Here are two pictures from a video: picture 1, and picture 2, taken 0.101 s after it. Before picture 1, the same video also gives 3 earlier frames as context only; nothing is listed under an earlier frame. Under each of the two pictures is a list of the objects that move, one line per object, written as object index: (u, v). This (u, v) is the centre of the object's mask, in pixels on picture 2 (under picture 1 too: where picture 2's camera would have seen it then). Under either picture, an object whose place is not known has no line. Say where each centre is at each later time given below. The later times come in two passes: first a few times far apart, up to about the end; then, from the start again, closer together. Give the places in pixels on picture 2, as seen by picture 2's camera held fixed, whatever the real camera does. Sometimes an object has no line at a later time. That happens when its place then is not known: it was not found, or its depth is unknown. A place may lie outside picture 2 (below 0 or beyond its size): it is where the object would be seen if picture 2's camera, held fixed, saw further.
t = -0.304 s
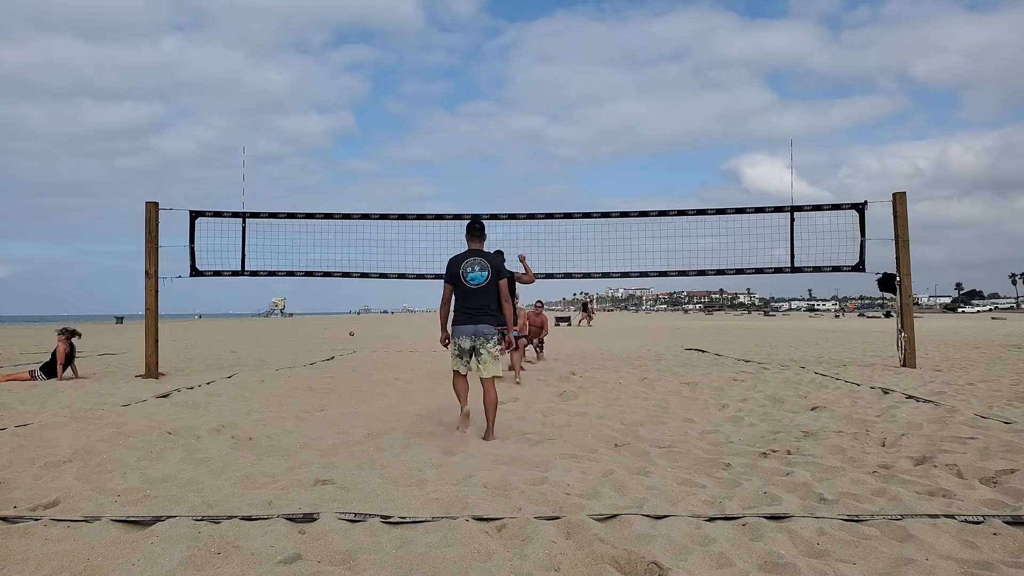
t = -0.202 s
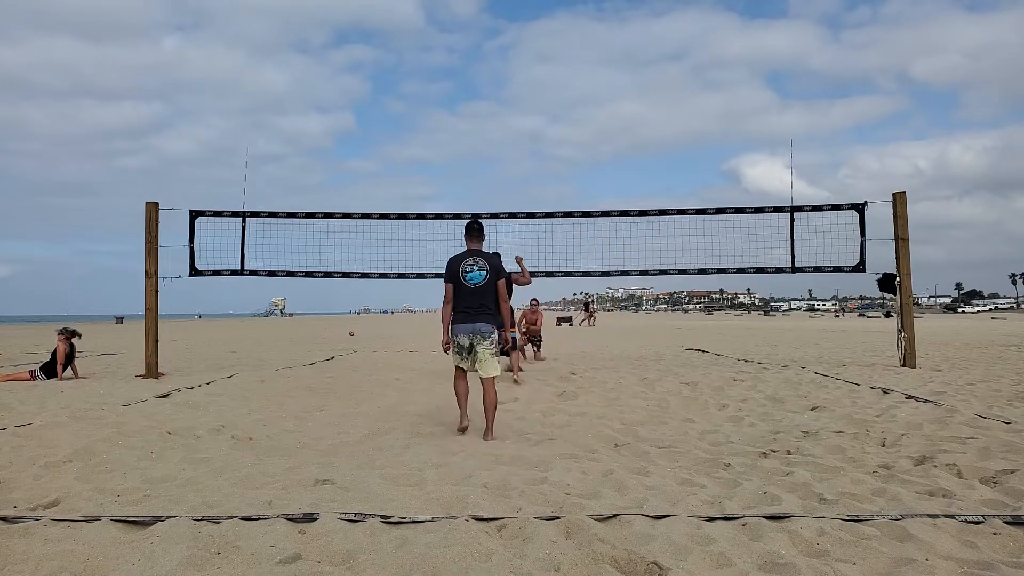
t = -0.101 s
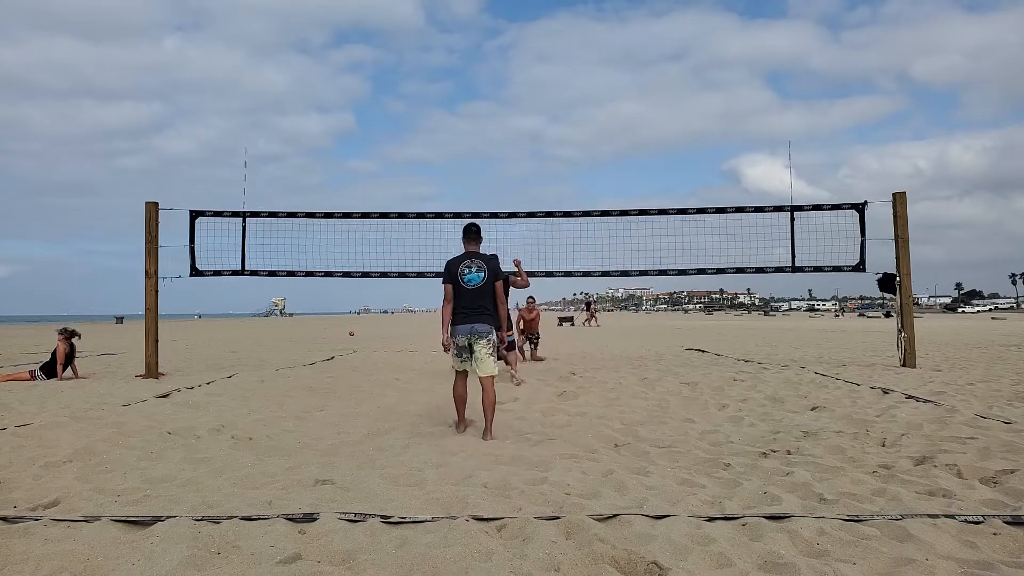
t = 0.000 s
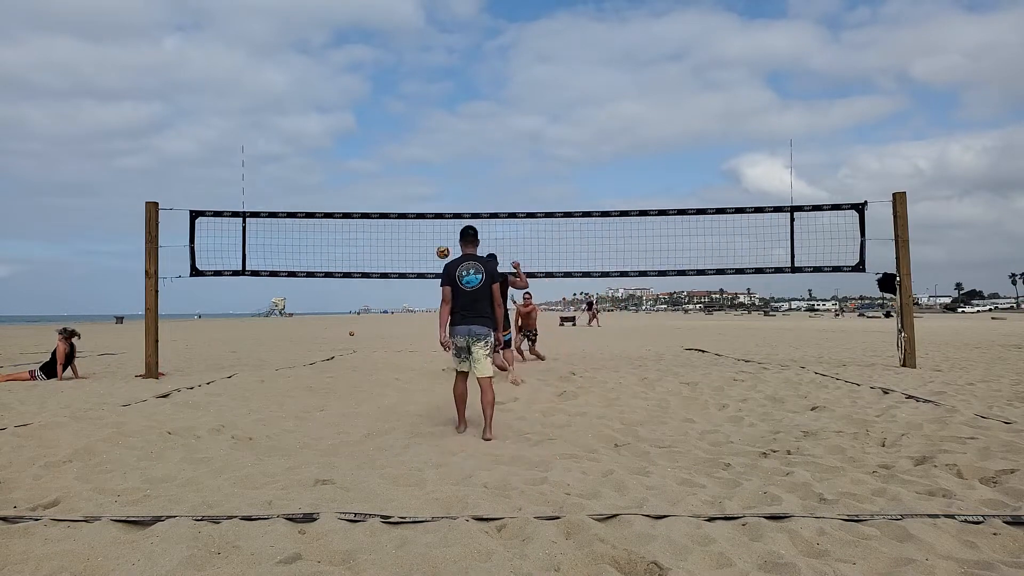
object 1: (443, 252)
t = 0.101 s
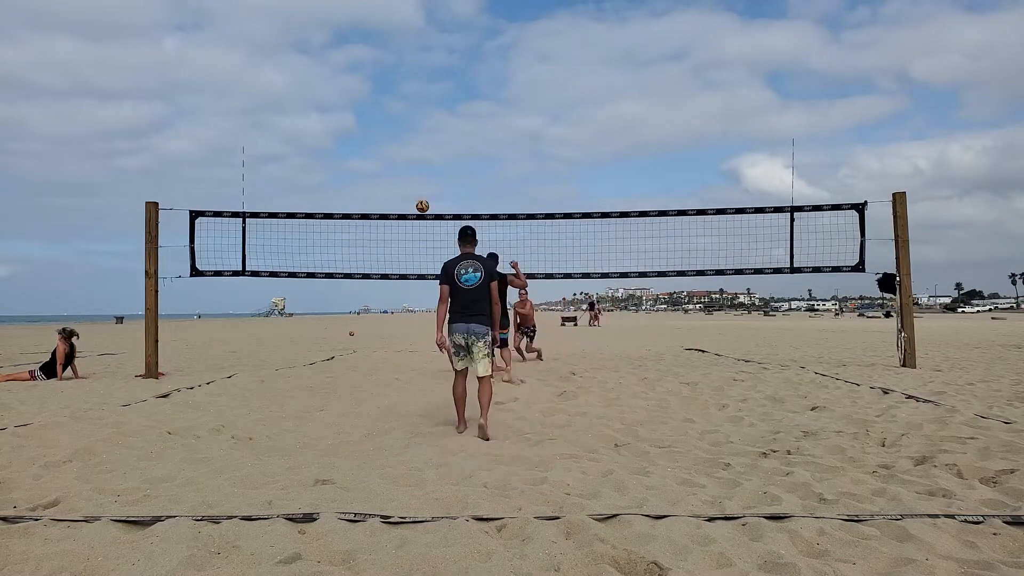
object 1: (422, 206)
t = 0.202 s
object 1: (403, 166)
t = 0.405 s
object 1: (368, 107)
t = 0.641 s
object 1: (332, 72)
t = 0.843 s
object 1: (306, 67)
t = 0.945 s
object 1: (293, 73)
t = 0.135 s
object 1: (416, 192)
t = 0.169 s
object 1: (409, 179)
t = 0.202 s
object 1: (403, 166)
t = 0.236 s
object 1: (396, 155)
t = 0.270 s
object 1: (390, 143)
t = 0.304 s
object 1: (384, 133)
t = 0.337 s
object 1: (379, 124)
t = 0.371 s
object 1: (373, 115)
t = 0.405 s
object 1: (368, 107)
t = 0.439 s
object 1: (362, 100)
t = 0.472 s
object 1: (357, 93)
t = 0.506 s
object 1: (351, 88)
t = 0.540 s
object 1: (347, 83)
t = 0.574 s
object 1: (341, 79)
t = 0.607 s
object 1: (337, 75)
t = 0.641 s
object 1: (332, 72)
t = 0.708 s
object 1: (323, 67)
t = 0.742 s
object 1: (319, 67)
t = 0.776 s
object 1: (314, 66)
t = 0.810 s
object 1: (310, 66)
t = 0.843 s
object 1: (306, 67)
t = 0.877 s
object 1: (302, 69)
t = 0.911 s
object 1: (297, 71)
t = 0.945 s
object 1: (293, 73)
